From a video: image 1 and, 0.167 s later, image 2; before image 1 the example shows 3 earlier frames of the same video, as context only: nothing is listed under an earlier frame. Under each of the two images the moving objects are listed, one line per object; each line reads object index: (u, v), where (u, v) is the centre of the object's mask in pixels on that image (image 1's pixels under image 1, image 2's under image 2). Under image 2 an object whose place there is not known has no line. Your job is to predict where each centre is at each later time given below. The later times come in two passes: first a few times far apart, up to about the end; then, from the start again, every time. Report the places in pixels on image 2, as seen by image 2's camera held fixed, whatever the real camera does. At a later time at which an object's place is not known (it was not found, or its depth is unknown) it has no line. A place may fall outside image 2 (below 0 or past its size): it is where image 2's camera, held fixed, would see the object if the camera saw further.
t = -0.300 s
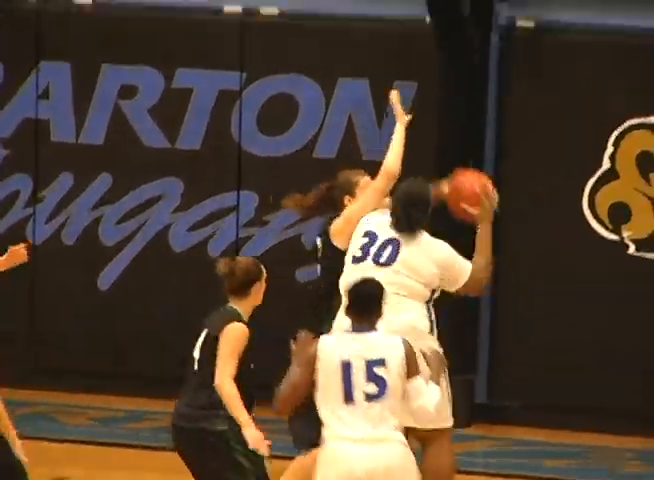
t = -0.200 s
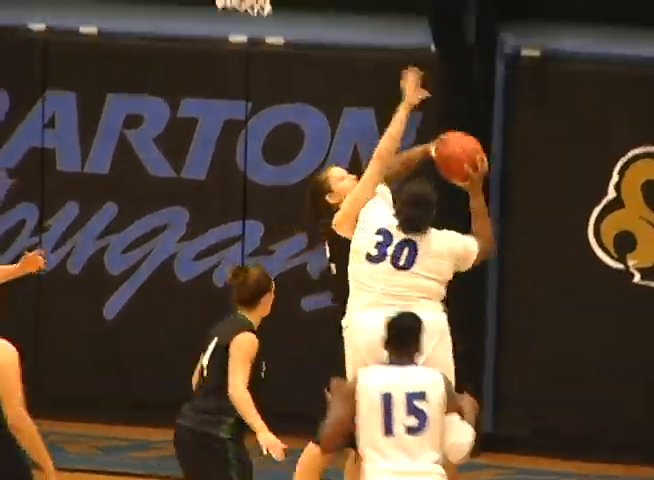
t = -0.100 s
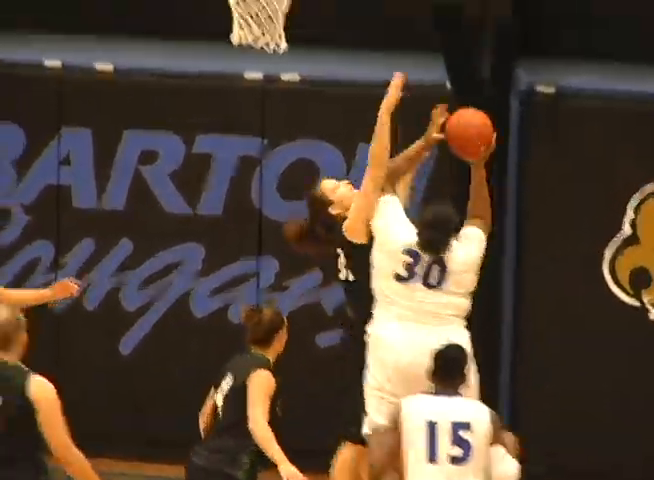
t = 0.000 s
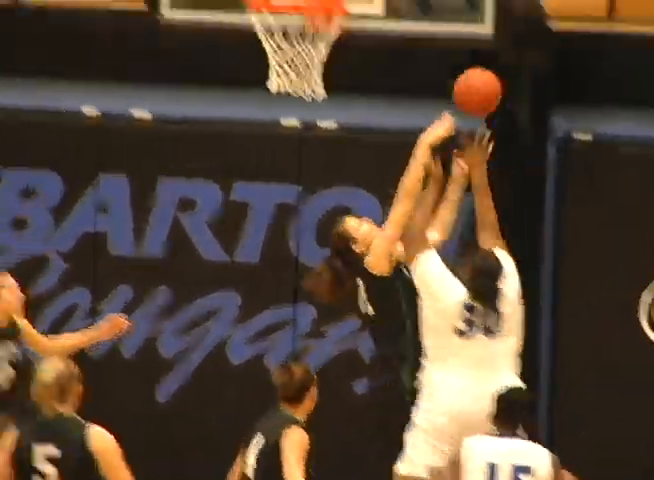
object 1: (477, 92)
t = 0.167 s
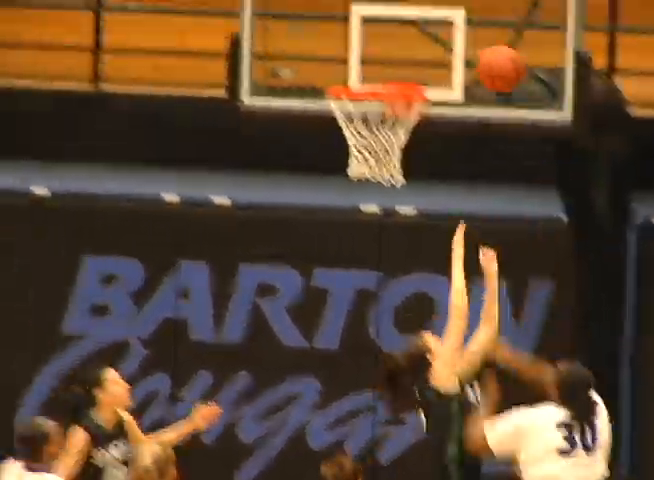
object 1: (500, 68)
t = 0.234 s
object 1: (476, 41)
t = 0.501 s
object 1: (386, 18)
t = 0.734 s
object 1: (338, 49)
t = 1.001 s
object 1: (323, 86)
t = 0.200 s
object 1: (489, 53)
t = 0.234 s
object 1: (476, 41)
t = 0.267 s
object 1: (465, 30)
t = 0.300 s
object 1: (454, 21)
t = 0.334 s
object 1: (442, 15)
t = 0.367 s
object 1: (430, 11)
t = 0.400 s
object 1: (418, 10)
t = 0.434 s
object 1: (407, 10)
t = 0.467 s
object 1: (396, 13)
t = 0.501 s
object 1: (386, 18)
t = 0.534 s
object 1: (376, 27)
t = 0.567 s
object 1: (366, 38)
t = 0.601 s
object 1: (355, 51)
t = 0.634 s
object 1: (345, 65)
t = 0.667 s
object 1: (341, 61)
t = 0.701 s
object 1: (340, 54)
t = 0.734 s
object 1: (338, 49)
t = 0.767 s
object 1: (336, 47)
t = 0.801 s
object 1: (334, 46)
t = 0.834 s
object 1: (333, 48)
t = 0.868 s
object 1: (331, 51)
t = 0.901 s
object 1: (329, 57)
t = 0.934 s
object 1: (326, 65)
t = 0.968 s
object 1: (325, 76)
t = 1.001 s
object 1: (323, 86)
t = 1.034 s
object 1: (320, 103)
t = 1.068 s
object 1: (317, 120)
